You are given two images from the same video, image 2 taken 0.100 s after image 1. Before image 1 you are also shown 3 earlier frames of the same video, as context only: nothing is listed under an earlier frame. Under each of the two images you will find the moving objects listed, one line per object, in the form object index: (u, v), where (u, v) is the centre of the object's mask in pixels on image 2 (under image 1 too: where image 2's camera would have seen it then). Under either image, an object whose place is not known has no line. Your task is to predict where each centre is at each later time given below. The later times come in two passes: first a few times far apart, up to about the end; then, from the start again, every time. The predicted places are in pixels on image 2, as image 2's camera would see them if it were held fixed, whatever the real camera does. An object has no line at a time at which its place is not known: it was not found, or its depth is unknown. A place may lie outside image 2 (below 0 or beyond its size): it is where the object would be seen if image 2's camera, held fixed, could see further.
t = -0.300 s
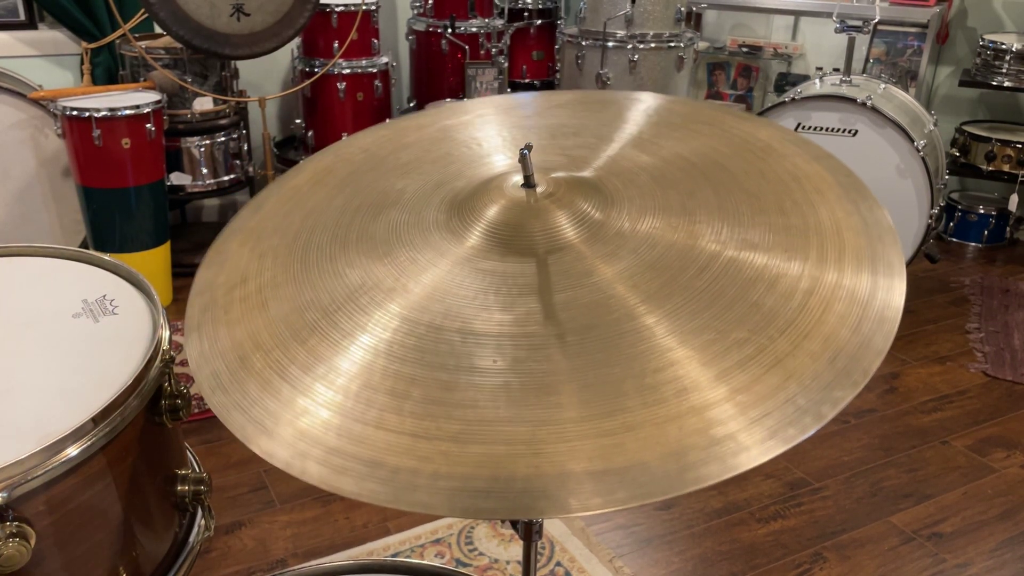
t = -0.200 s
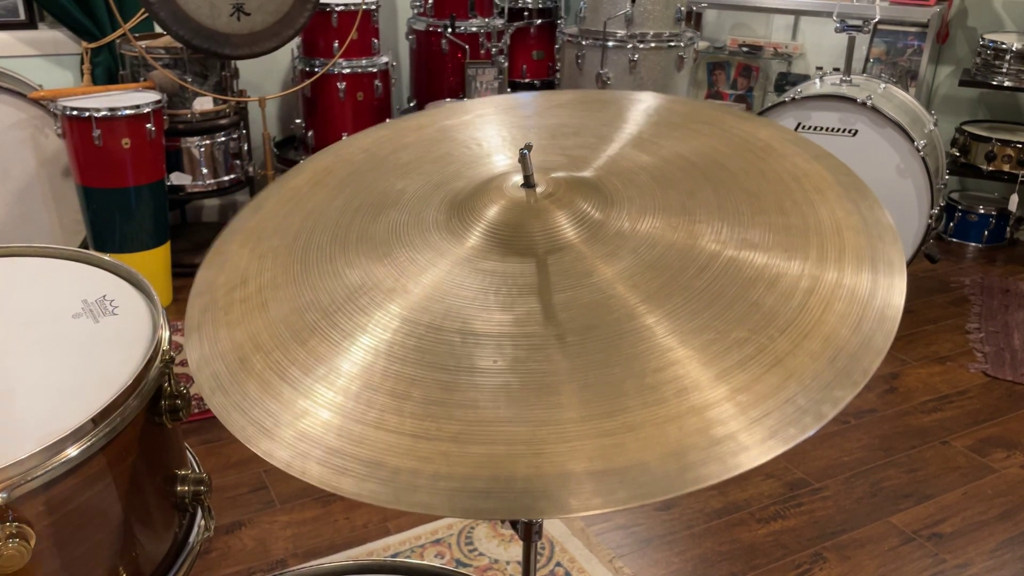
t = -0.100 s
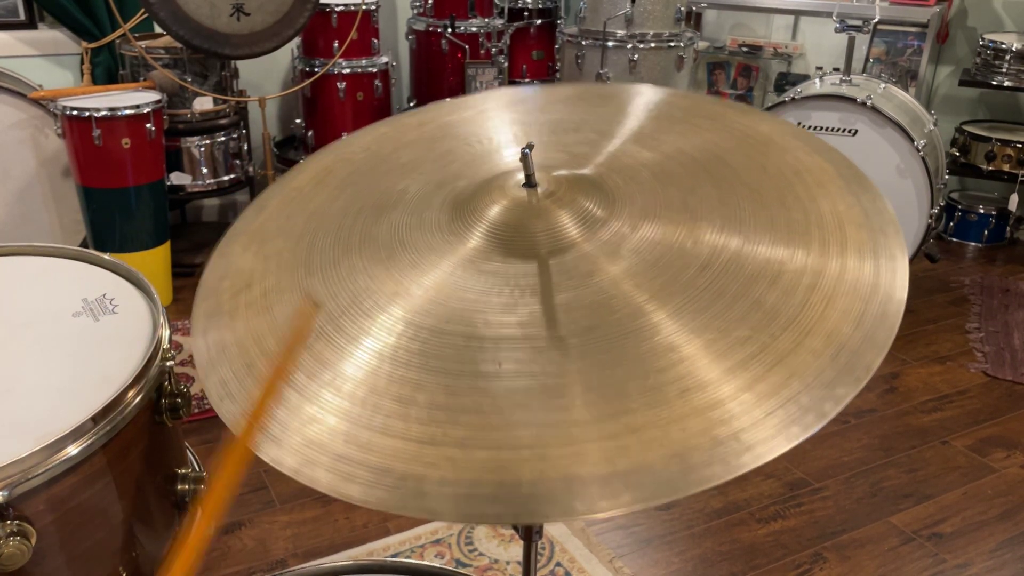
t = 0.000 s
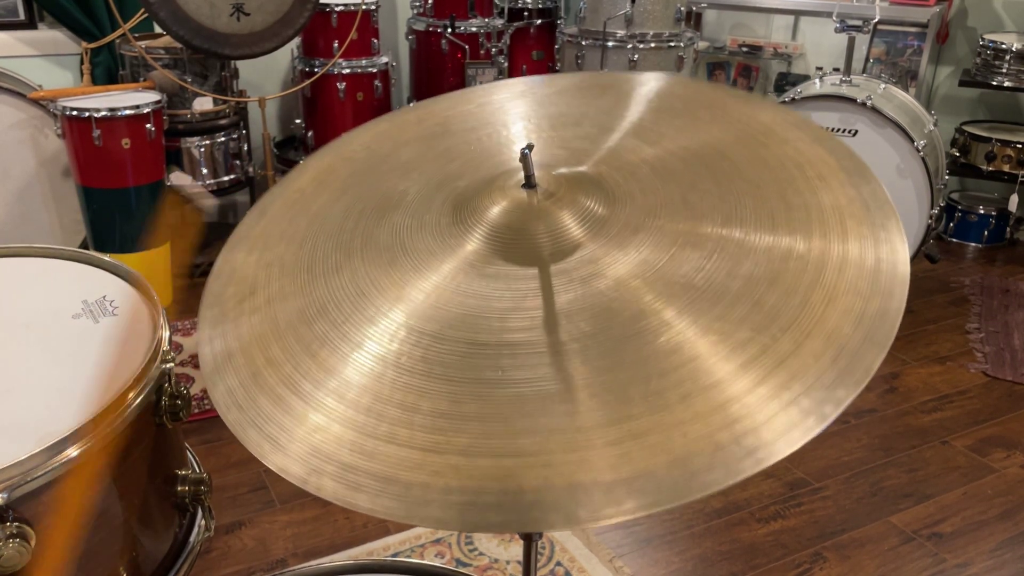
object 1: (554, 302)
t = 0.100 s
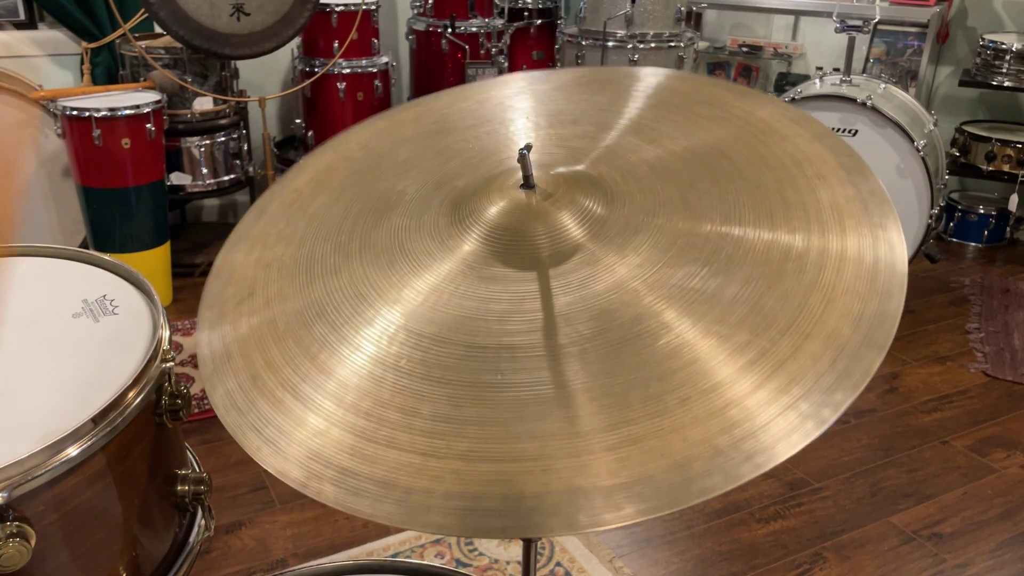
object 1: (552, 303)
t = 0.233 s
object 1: (548, 303)
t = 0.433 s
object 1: (538, 305)
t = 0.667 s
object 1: (530, 303)
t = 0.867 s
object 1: (529, 304)
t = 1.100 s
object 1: (537, 304)
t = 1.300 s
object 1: (544, 304)
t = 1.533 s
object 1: (547, 304)
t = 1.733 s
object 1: (542, 304)
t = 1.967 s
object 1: (535, 304)
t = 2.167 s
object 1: (531, 304)
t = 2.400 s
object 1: (533, 304)
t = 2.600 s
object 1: (537, 305)
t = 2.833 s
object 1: (544, 304)
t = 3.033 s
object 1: (545, 304)
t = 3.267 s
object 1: (541, 304)
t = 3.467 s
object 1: (535, 304)
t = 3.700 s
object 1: (532, 304)
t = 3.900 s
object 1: (534, 304)
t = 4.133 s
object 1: (539, 305)
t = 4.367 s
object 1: (544, 304)
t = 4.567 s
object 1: (544, 304)
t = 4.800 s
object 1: (539, 304)
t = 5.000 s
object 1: (535, 304)
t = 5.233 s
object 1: (534, 304)
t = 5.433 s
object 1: (536, 305)
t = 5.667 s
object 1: (542, 304)
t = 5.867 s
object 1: (543, 305)
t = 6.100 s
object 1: (541, 304)
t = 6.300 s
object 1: (538, 304)
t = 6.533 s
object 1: (535, 304)
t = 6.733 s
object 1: (535, 305)
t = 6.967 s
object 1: (539, 305)
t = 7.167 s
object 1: (542, 304)
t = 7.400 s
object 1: (542, 304)
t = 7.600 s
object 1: (539, 305)
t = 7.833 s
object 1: (536, 305)
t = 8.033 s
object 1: (536, 304)
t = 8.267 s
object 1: (537, 304)
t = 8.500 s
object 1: (541, 304)
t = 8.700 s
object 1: (542, 304)
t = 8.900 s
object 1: (540, 305)
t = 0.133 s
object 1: (551, 303)
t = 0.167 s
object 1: (550, 302)
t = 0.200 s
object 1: (549, 303)
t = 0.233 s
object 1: (548, 303)
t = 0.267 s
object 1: (547, 303)
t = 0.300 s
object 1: (546, 303)
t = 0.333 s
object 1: (544, 303)
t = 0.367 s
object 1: (542, 304)
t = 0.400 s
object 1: (539, 305)
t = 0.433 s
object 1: (538, 305)
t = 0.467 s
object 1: (535, 305)
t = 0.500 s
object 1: (534, 305)
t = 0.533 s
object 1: (533, 305)
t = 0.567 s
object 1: (532, 304)
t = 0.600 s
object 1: (531, 304)
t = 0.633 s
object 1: (530, 304)
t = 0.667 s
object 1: (530, 303)
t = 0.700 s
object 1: (530, 303)
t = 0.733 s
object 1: (529, 303)
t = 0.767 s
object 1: (529, 303)
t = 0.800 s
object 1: (529, 303)
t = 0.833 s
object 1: (529, 303)
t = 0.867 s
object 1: (529, 304)
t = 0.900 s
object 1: (530, 303)
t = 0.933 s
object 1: (531, 303)
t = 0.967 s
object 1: (532, 303)
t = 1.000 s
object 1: (533, 304)
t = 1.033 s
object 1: (534, 304)
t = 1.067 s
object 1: (536, 303)
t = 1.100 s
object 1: (537, 304)
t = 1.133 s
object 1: (538, 305)
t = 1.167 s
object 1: (539, 305)
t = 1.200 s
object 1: (540, 305)
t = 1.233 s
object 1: (542, 305)
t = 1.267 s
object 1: (542, 305)
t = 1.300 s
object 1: (544, 304)
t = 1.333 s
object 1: (545, 304)
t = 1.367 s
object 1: (546, 304)
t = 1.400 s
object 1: (547, 303)
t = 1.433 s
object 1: (547, 304)
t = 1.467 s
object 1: (547, 304)
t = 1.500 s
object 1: (547, 304)
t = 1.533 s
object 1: (547, 304)
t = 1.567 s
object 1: (546, 304)
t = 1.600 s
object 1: (545, 304)
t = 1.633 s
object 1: (545, 304)
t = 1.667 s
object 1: (545, 304)
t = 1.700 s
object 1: (543, 304)
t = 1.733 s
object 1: (542, 304)
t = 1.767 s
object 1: (541, 304)
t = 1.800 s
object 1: (541, 304)
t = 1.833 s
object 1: (540, 304)
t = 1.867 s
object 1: (538, 304)
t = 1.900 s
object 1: (537, 305)
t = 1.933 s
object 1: (536, 304)
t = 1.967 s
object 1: (535, 304)
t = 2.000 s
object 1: (534, 304)
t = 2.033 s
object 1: (534, 304)
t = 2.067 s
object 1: (533, 304)
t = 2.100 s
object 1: (532, 304)
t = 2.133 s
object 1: (532, 304)
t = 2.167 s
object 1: (531, 304)
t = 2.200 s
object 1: (531, 303)
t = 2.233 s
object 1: (531, 304)
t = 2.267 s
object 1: (531, 304)
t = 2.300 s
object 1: (531, 304)
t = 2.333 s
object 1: (531, 304)
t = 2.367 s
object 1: (532, 304)
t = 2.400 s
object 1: (533, 304)
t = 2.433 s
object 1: (533, 304)
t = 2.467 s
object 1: (534, 304)
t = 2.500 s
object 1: (535, 304)
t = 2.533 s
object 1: (536, 304)
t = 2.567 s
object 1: (536, 304)
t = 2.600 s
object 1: (537, 305)
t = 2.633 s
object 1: (538, 305)
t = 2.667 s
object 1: (539, 304)
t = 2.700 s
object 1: (540, 304)
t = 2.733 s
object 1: (541, 304)
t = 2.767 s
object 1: (542, 304)
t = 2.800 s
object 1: (543, 304)
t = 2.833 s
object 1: (544, 304)
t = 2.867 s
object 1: (545, 304)
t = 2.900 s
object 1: (545, 304)
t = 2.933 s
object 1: (545, 304)
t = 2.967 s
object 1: (545, 304)
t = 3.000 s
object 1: (545, 304)
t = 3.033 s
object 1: (545, 304)
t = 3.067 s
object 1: (544, 304)
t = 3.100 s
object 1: (544, 304)
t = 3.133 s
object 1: (543, 305)
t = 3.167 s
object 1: (543, 304)
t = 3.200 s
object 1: (542, 305)
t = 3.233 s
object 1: (541, 305)
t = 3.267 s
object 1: (541, 304)
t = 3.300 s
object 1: (539, 305)
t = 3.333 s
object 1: (539, 304)
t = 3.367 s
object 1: (537, 305)
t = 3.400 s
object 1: (537, 304)
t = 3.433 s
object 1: (536, 304)
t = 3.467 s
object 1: (535, 304)
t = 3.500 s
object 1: (535, 304)
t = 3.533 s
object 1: (534, 304)
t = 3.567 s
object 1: (534, 304)
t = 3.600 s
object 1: (534, 304)
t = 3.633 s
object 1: (533, 304)
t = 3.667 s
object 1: (533, 304)
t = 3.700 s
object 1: (532, 304)
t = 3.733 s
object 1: (533, 304)
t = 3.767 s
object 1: (533, 304)
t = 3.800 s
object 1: (533, 304)
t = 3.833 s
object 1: (533, 304)
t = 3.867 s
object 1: (534, 304)
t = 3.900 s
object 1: (534, 304)
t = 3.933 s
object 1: (535, 304)
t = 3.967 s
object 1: (535, 305)
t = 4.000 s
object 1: (536, 304)
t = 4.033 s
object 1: (537, 305)
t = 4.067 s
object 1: (538, 304)
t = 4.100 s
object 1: (539, 304)
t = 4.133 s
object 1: (539, 305)
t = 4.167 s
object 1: (540, 305)
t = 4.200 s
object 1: (541, 305)
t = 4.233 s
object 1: (542, 305)
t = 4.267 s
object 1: (543, 304)
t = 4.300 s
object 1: (543, 305)
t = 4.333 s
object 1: (544, 304)
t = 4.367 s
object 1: (544, 304)
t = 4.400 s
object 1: (544, 305)
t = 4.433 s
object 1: (544, 304)
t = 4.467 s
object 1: (544, 304)
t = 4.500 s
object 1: (544, 304)
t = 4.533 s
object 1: (544, 305)
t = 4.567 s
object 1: (544, 304)
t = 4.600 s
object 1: (543, 304)
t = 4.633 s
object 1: (542, 305)
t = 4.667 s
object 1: (541, 305)
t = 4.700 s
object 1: (541, 304)
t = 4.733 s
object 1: (540, 304)
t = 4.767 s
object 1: (539, 305)
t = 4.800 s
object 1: (539, 304)
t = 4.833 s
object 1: (538, 305)
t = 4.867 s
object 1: (538, 304)
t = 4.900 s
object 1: (537, 304)
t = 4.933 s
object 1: (536, 304)
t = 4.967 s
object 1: (535, 304)
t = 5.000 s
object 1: (535, 304)
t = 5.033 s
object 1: (535, 304)
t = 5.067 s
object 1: (534, 304)
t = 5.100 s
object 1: (534, 304)
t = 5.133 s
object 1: (534, 304)
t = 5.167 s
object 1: (534, 304)
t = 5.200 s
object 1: (534, 304)
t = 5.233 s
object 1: (534, 304)
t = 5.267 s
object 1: (534, 304)
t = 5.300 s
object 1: (535, 304)
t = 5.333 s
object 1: (535, 304)
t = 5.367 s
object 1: (535, 304)
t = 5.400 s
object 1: (536, 304)
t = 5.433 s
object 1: (536, 305)
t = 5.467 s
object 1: (537, 304)
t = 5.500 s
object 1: (538, 305)
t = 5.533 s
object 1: (539, 304)
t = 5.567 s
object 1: (540, 304)
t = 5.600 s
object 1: (540, 304)
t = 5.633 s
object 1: (541, 305)
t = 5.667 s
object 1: (542, 304)
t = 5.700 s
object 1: (542, 305)
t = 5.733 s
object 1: (542, 304)
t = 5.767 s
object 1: (543, 305)
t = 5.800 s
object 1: (543, 305)
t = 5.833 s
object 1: (543, 305)
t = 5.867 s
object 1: (543, 305)
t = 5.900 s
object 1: (544, 304)
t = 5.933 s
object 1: (543, 304)
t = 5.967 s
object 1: (543, 304)
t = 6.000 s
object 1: (543, 305)
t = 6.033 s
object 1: (542, 304)
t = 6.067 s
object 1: (542, 305)
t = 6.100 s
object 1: (541, 304)
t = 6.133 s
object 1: (540, 304)
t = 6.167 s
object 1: (540, 304)
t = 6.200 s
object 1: (539, 305)
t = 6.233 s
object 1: (538, 305)
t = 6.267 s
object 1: (538, 304)
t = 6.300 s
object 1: (538, 304)
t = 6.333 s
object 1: (537, 304)
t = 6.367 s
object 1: (537, 304)
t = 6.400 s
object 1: (536, 304)
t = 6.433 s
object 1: (536, 305)
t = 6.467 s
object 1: (535, 305)
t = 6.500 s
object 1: (535, 304)
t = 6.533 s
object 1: (535, 304)
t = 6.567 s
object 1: (535, 304)
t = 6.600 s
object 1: (535, 304)
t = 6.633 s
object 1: (535, 304)
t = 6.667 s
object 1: (535, 304)
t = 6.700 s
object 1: (535, 304)
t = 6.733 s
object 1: (535, 305)
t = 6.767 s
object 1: (536, 305)
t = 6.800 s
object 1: (536, 304)
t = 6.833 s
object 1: (536, 305)
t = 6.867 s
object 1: (537, 304)
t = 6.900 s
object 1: (538, 304)
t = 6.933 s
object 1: (538, 305)
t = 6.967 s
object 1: (539, 305)
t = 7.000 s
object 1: (540, 305)
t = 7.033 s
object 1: (540, 305)
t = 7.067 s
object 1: (541, 304)
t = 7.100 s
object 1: (541, 305)
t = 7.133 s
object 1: (542, 305)
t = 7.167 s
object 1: (542, 304)
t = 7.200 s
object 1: (542, 305)
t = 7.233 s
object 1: (542, 305)
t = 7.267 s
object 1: (542, 305)
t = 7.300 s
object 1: (542, 305)
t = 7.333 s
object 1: (542, 305)
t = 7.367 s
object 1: (542, 305)
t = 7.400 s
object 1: (542, 304)
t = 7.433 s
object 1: (542, 305)
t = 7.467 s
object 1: (541, 305)
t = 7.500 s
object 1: (541, 305)
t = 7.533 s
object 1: (541, 304)
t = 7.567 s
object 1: (540, 305)
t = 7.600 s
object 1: (539, 305)
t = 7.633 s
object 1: (539, 304)
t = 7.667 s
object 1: (539, 305)
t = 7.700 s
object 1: (538, 305)
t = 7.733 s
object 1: (537, 304)
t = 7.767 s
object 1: (537, 305)
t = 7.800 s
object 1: (537, 304)
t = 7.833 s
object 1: (536, 305)
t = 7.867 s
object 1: (536, 305)
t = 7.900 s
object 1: (536, 305)
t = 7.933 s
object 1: (536, 305)
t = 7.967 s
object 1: (536, 304)
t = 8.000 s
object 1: (536, 305)
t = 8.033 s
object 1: (536, 304)
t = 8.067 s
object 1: (536, 304)
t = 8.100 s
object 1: (536, 305)
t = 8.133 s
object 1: (536, 305)
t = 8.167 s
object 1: (536, 305)
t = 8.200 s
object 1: (536, 305)
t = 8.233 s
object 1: (537, 305)
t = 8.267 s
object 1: (537, 304)
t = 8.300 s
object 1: (538, 304)
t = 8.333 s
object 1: (538, 305)
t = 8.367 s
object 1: (538, 305)
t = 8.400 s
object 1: (539, 305)
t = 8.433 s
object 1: (540, 304)
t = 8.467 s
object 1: (540, 305)
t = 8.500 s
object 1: (541, 304)
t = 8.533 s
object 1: (541, 304)
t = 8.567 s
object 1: (541, 305)
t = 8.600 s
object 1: (542, 304)
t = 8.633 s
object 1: (542, 304)
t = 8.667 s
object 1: (542, 304)
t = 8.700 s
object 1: (542, 304)
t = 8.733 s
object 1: (542, 304)
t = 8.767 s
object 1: (542, 304)
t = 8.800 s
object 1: (542, 304)
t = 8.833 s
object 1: (542, 304)
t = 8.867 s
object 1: (541, 304)
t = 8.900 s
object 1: (540, 305)
